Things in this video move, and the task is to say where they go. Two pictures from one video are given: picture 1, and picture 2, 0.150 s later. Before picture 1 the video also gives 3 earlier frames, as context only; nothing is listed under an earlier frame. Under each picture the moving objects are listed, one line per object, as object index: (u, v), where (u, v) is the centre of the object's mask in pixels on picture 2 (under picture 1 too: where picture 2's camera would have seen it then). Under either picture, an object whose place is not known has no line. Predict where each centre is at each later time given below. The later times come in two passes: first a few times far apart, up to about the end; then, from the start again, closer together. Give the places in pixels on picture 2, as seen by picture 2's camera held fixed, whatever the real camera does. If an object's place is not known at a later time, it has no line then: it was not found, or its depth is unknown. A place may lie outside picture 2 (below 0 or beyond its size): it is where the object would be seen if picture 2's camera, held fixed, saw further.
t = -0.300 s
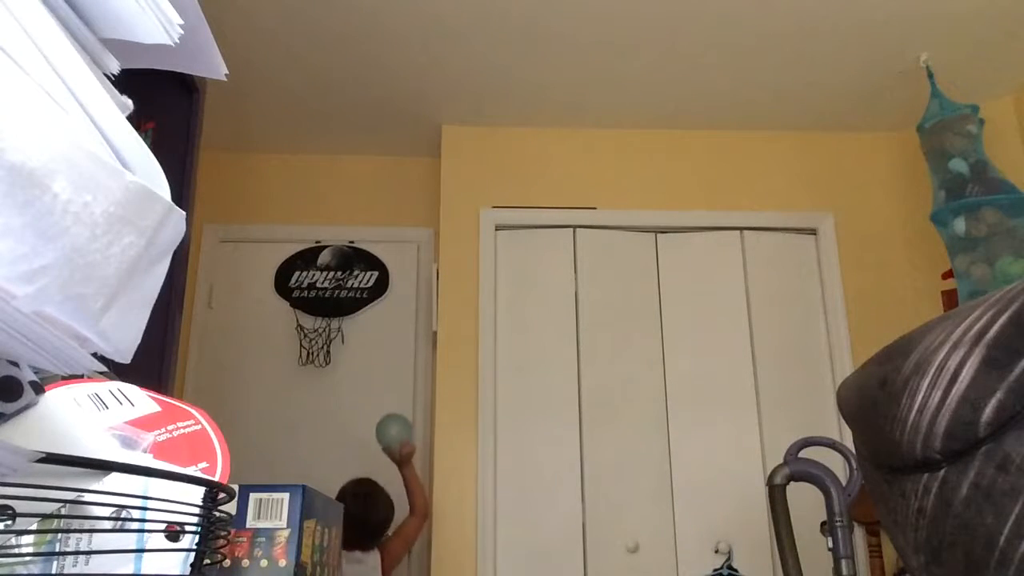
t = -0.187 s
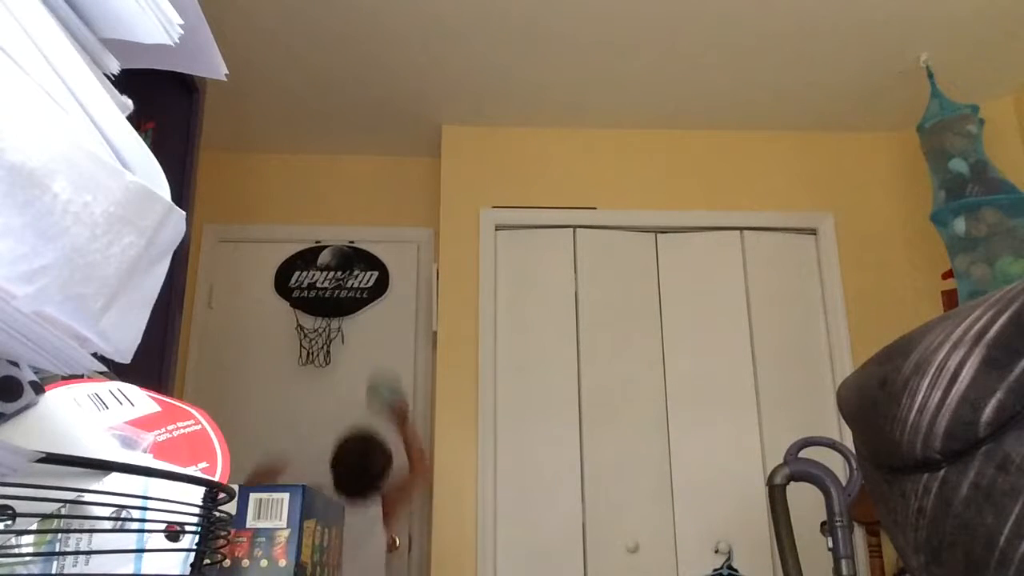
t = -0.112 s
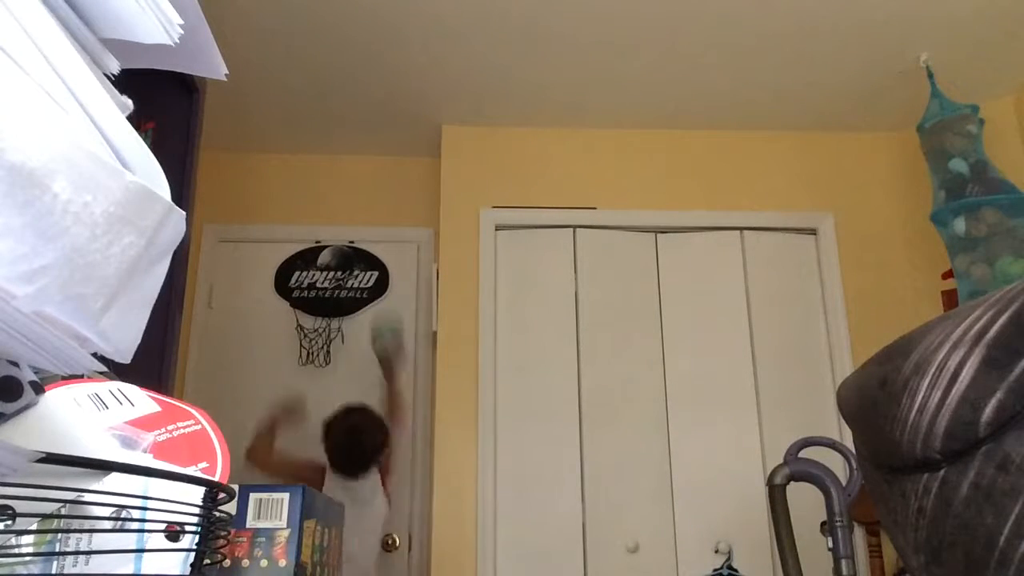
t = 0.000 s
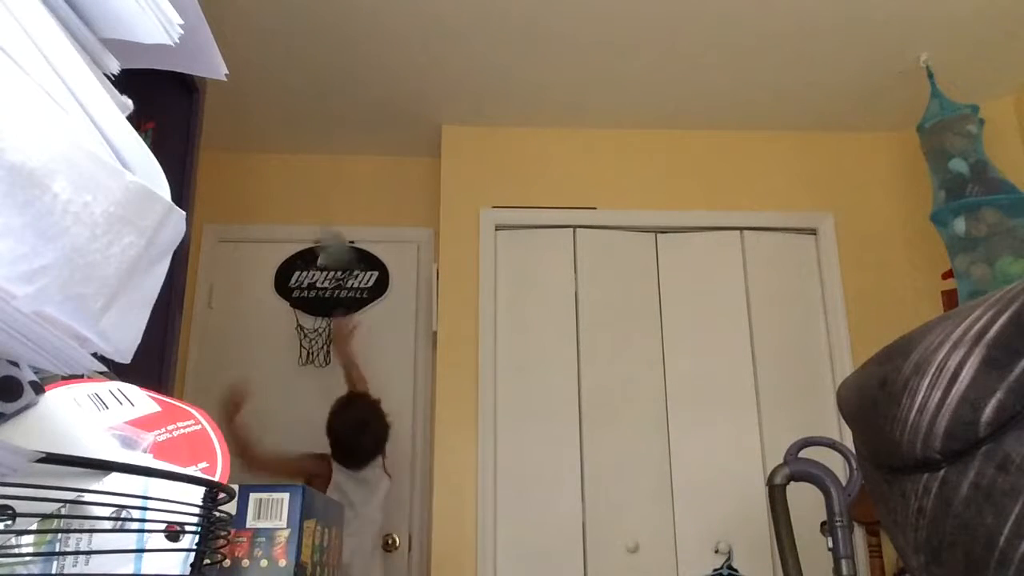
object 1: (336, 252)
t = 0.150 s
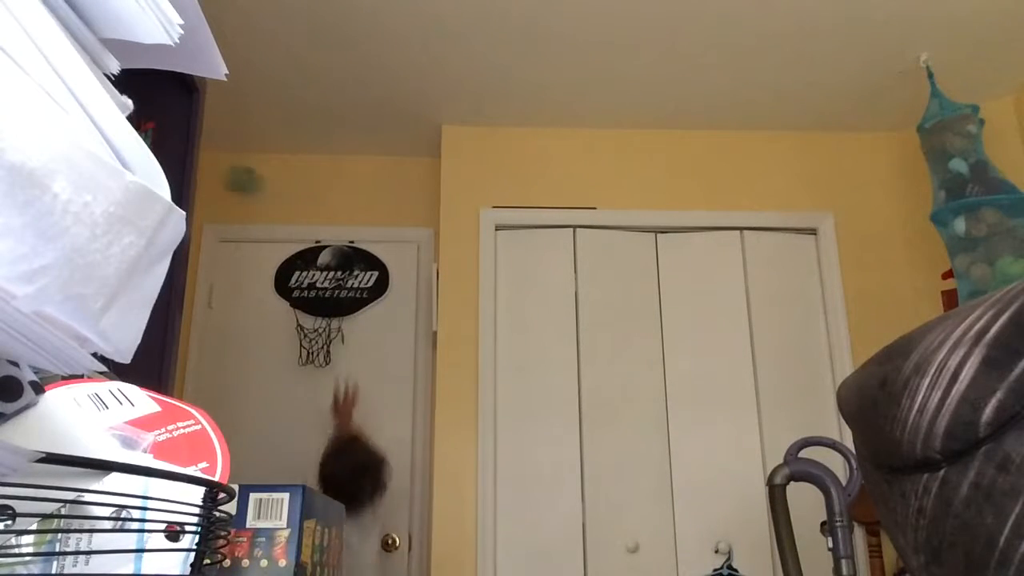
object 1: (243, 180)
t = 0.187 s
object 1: (229, 177)
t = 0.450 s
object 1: (274, 224)
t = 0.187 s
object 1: (229, 177)
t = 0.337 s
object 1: (233, 187)
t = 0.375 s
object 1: (246, 195)
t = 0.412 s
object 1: (260, 208)
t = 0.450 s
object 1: (274, 224)
